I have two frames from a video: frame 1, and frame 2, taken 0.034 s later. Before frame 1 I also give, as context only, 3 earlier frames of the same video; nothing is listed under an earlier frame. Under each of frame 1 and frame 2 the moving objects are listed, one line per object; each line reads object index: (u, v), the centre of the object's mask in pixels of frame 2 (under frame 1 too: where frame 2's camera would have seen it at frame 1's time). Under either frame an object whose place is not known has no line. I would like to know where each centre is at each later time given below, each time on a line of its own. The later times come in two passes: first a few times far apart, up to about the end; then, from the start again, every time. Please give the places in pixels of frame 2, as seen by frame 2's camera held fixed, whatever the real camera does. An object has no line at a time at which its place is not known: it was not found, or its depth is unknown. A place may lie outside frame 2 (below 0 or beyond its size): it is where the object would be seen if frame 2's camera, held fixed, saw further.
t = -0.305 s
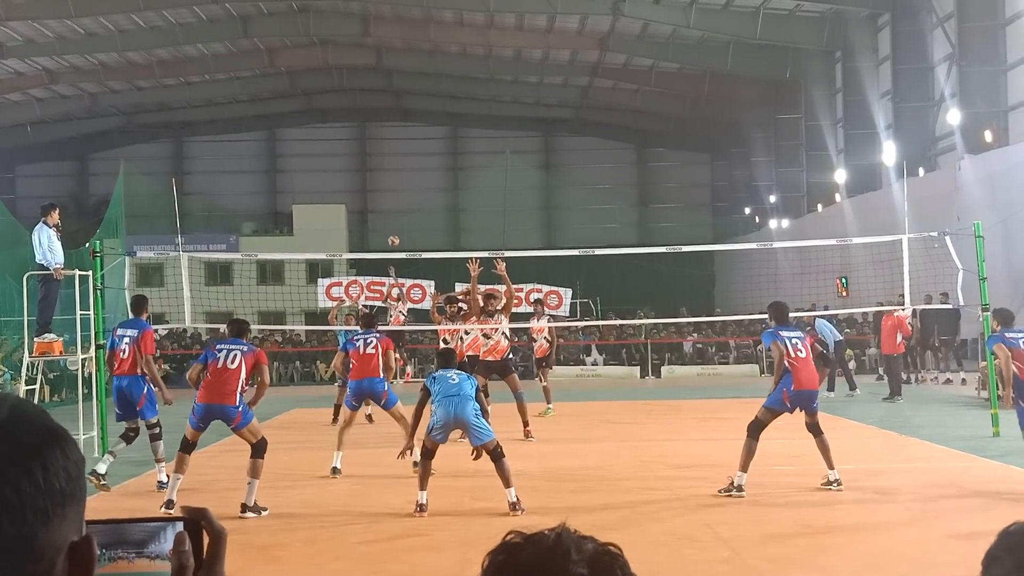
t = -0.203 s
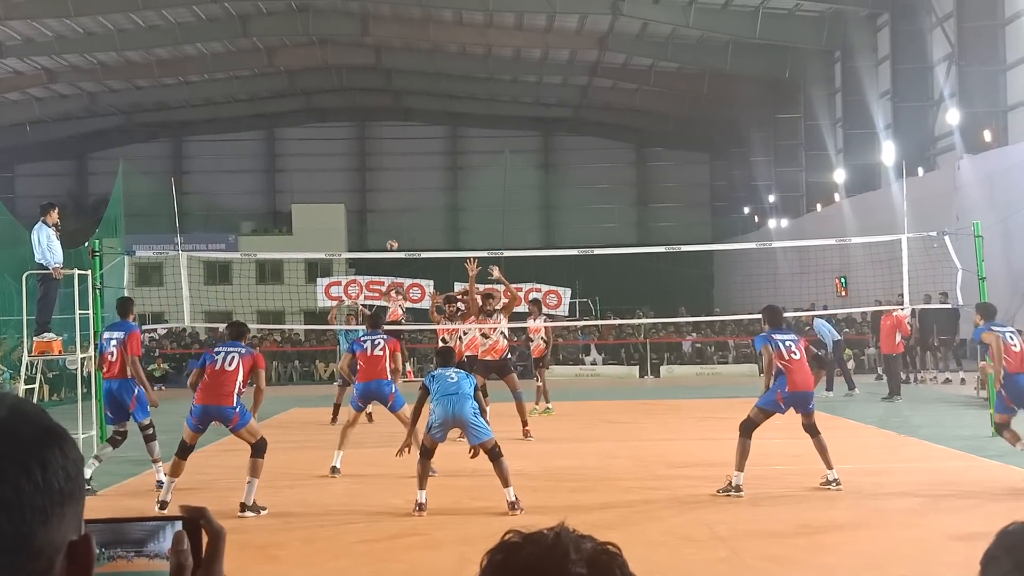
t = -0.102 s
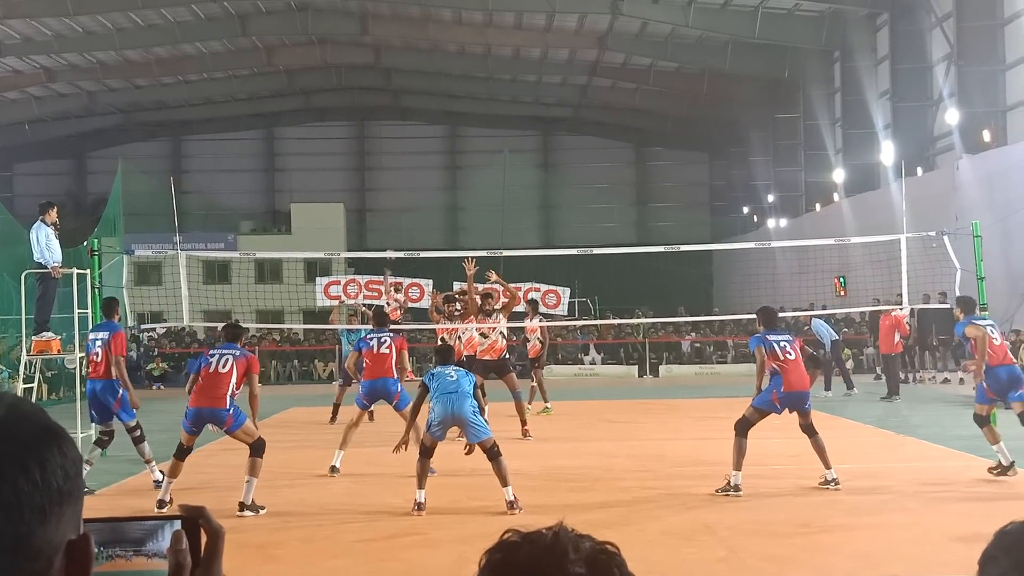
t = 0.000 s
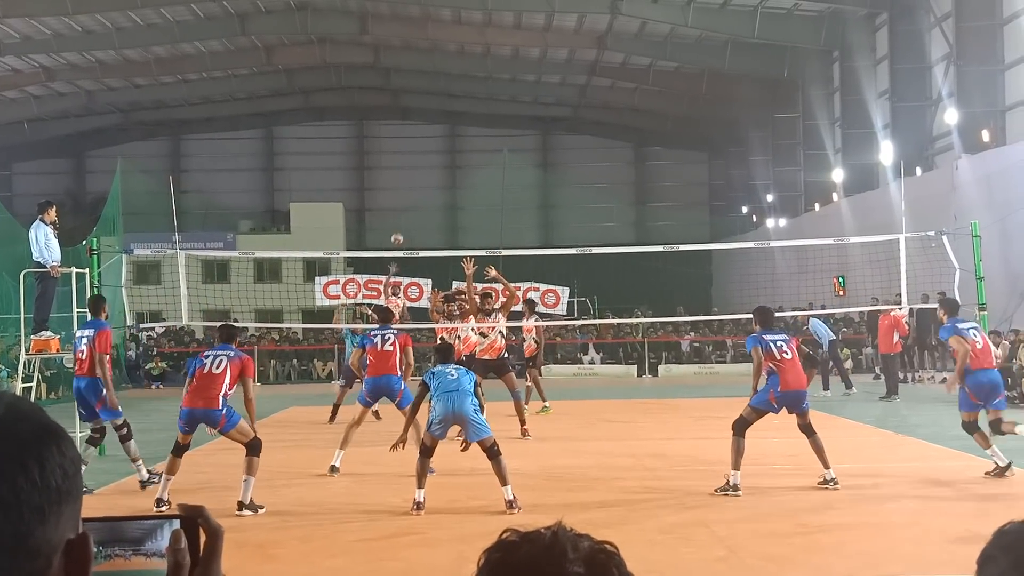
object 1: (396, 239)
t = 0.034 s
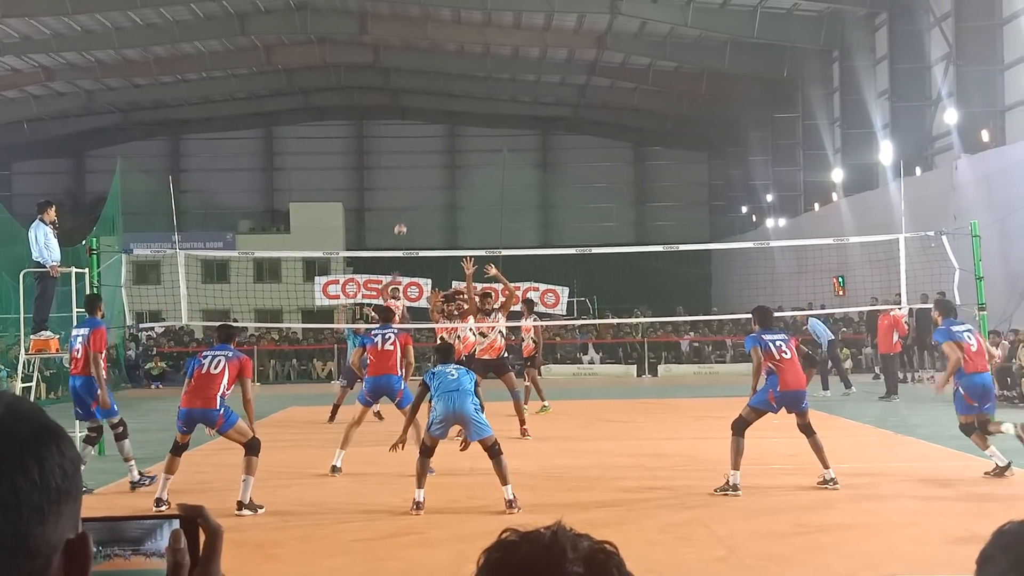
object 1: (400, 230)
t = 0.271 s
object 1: (434, 174)
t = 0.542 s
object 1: (494, 131)
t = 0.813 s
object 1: (593, 123)
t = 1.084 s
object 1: (769, 184)
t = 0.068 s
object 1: (404, 221)
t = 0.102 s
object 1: (408, 212)
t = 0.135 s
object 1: (413, 204)
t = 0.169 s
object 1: (417, 196)
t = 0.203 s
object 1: (422, 189)
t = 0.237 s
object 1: (428, 182)
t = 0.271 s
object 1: (434, 174)
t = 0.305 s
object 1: (440, 167)
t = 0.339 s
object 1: (446, 161)
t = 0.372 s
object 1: (453, 155)
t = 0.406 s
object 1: (460, 149)
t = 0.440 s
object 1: (468, 144)
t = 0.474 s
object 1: (476, 139)
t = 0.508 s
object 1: (485, 135)
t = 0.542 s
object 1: (494, 131)
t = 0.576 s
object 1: (504, 127)
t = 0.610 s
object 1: (514, 124)
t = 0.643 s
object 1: (525, 122)
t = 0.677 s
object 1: (537, 121)
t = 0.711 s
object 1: (550, 120)
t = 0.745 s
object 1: (563, 120)
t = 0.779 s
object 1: (577, 121)
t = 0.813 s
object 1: (593, 123)
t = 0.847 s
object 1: (609, 125)
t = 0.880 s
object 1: (627, 129)
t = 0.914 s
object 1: (646, 135)
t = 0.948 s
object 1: (667, 140)
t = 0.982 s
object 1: (690, 149)
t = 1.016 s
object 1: (714, 159)
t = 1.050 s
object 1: (741, 171)
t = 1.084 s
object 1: (769, 184)
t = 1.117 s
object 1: (800, 199)
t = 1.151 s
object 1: (836, 218)
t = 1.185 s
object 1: (872, 239)
